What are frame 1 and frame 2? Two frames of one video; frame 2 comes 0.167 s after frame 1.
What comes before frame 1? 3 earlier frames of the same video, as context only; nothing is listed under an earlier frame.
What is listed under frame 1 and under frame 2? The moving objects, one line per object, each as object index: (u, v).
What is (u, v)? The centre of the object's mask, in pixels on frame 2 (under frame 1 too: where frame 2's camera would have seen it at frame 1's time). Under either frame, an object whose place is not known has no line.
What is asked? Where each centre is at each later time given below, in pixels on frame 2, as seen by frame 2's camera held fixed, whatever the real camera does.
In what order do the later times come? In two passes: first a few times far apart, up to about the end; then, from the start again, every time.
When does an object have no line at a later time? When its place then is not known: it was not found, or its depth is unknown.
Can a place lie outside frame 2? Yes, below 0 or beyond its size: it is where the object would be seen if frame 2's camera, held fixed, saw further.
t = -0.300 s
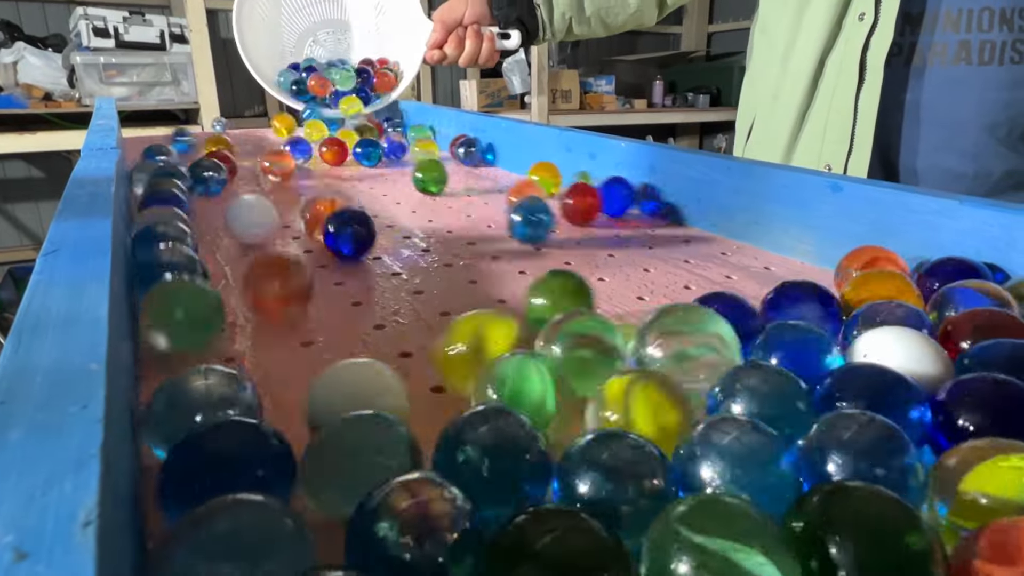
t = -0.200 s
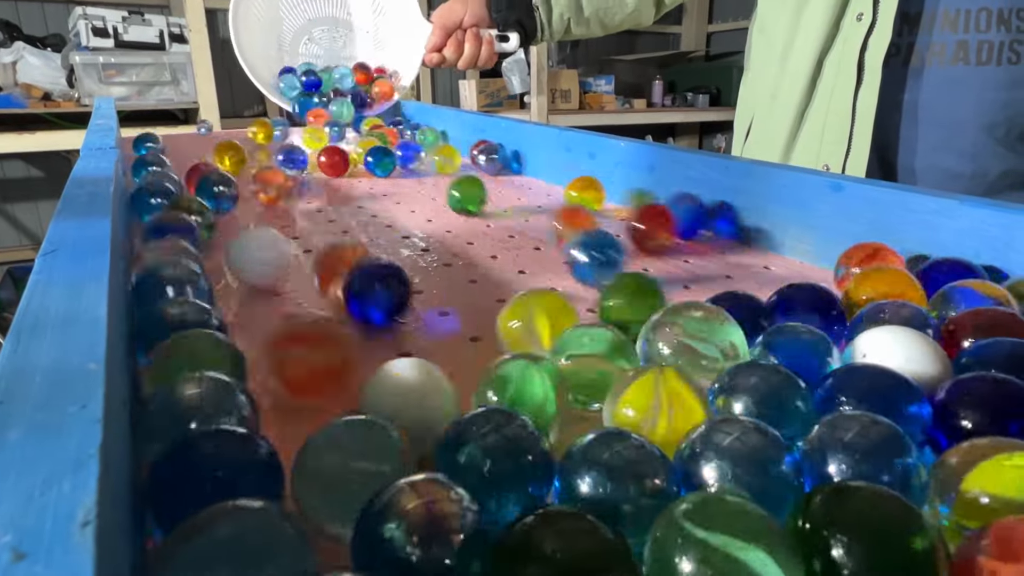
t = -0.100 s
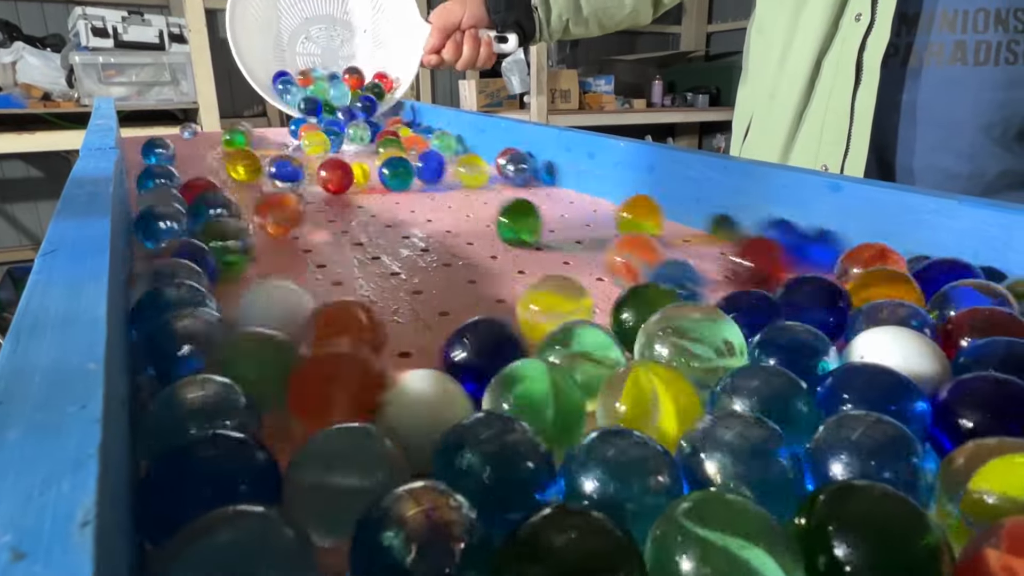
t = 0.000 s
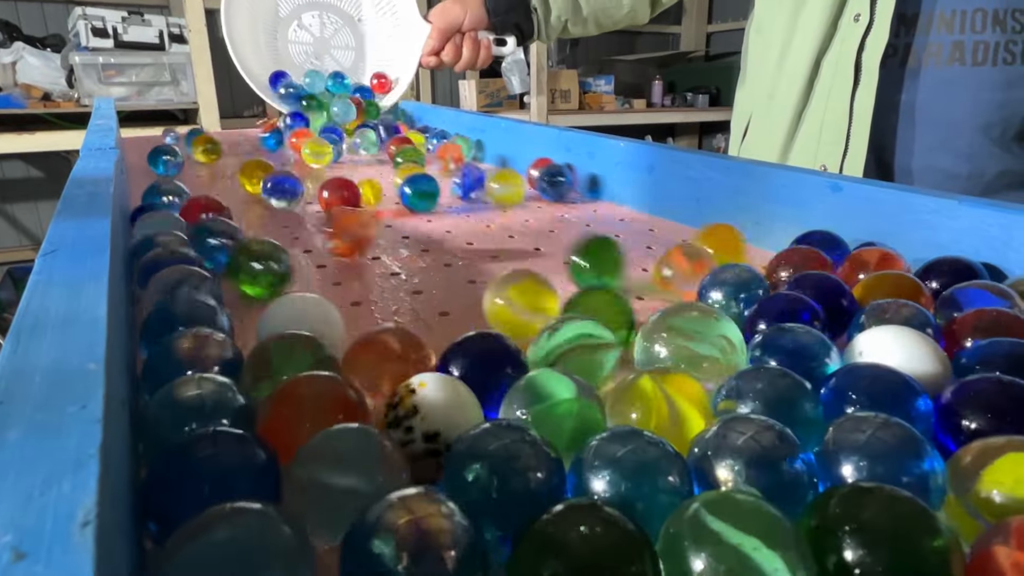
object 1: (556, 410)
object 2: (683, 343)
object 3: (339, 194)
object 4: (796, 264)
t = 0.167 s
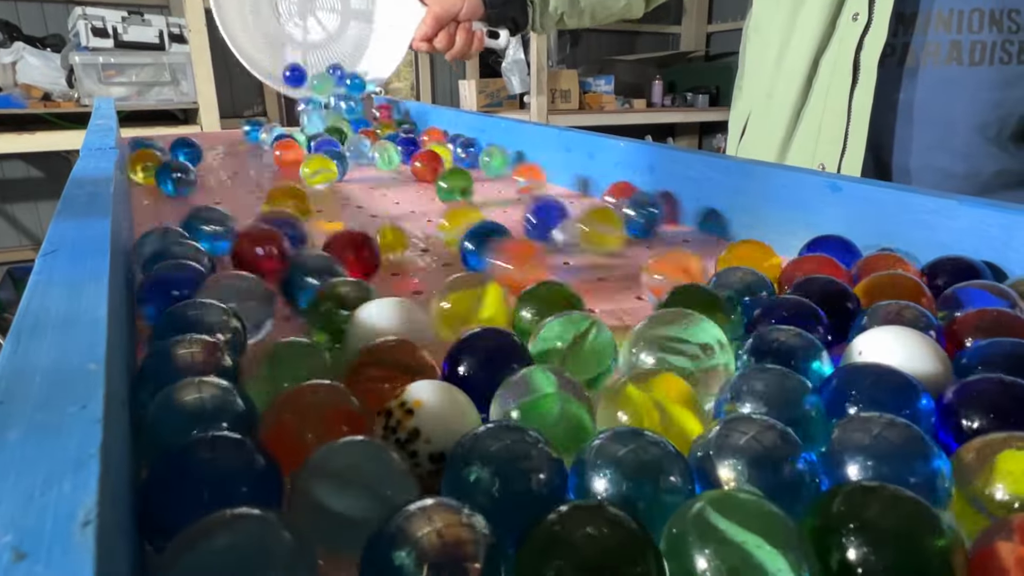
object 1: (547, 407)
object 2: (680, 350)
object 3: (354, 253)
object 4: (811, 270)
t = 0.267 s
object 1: (554, 410)
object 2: (669, 344)
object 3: (407, 285)
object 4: (819, 269)
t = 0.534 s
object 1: (557, 412)
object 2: (697, 354)
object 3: (489, 269)
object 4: (824, 269)
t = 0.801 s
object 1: (561, 421)
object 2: (700, 354)
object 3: (502, 271)
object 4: (823, 268)
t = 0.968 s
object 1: (562, 423)
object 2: (701, 355)
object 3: (504, 273)
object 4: (825, 269)
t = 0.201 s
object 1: (545, 408)
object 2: (681, 350)
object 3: (364, 262)
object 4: (814, 271)
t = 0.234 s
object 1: (551, 410)
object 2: (681, 348)
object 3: (387, 276)
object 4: (816, 271)
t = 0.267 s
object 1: (554, 410)
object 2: (669, 344)
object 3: (407, 285)
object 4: (819, 269)
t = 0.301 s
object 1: (555, 412)
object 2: (687, 349)
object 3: (415, 283)
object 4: (816, 268)
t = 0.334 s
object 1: (556, 412)
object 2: (689, 350)
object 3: (437, 278)
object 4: (820, 269)
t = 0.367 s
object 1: (555, 412)
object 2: (691, 352)
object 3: (449, 274)
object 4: (821, 270)
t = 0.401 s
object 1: (555, 411)
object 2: (693, 353)
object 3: (459, 273)
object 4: (821, 270)
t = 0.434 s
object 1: (555, 412)
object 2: (695, 353)
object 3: (468, 272)
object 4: (822, 269)
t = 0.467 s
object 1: (556, 412)
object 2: (697, 354)
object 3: (476, 271)
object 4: (822, 269)
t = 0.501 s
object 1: (557, 412)
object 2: (697, 353)
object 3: (486, 268)
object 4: (823, 269)
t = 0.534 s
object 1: (557, 412)
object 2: (697, 354)
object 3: (489, 269)
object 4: (824, 269)
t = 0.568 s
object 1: (557, 413)
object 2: (696, 353)
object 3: (488, 269)
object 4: (824, 269)
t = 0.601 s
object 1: (558, 415)
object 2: (698, 353)
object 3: (493, 270)
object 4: (823, 269)
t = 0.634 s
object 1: (559, 417)
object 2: (698, 354)
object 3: (501, 272)
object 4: (823, 269)
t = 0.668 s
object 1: (559, 418)
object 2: (699, 354)
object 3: (494, 271)
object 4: (823, 269)
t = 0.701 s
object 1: (560, 419)
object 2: (699, 354)
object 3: (489, 271)
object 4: (823, 268)
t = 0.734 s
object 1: (561, 419)
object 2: (700, 354)
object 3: (491, 271)
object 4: (824, 269)
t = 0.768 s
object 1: (560, 420)
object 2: (699, 355)
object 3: (496, 271)
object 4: (823, 269)
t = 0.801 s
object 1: (561, 421)
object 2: (700, 354)
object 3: (502, 271)
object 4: (823, 268)
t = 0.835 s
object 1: (561, 422)
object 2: (700, 355)
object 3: (506, 273)
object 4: (824, 269)
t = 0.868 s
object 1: (561, 423)
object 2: (700, 355)
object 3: (506, 274)
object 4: (824, 269)
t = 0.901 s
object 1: (562, 423)
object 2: (701, 355)
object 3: (506, 274)
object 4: (826, 269)
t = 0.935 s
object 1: (562, 423)
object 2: (701, 355)
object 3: (506, 274)
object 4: (826, 269)
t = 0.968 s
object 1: (562, 423)
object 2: (701, 355)
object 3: (504, 273)
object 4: (825, 269)
